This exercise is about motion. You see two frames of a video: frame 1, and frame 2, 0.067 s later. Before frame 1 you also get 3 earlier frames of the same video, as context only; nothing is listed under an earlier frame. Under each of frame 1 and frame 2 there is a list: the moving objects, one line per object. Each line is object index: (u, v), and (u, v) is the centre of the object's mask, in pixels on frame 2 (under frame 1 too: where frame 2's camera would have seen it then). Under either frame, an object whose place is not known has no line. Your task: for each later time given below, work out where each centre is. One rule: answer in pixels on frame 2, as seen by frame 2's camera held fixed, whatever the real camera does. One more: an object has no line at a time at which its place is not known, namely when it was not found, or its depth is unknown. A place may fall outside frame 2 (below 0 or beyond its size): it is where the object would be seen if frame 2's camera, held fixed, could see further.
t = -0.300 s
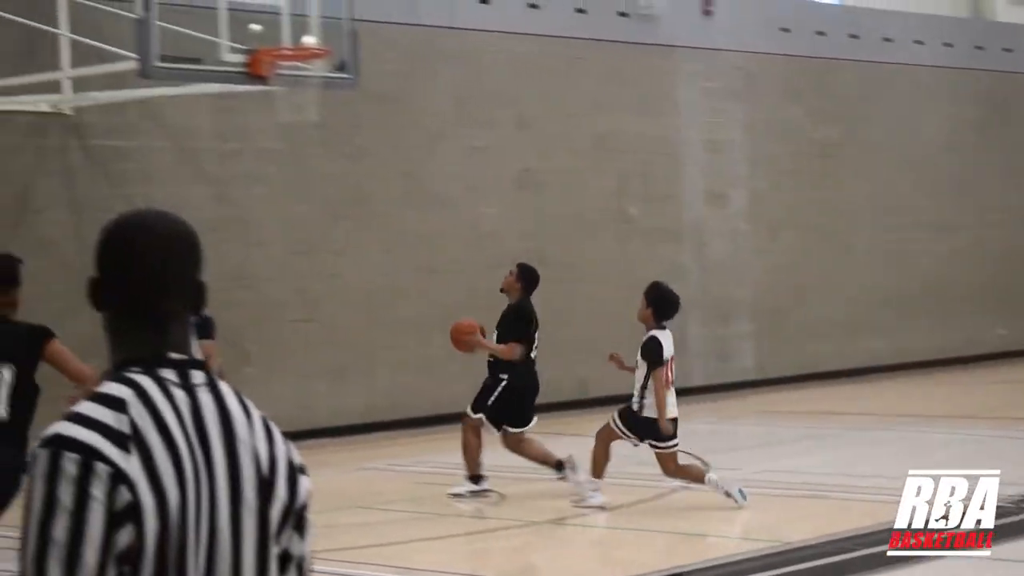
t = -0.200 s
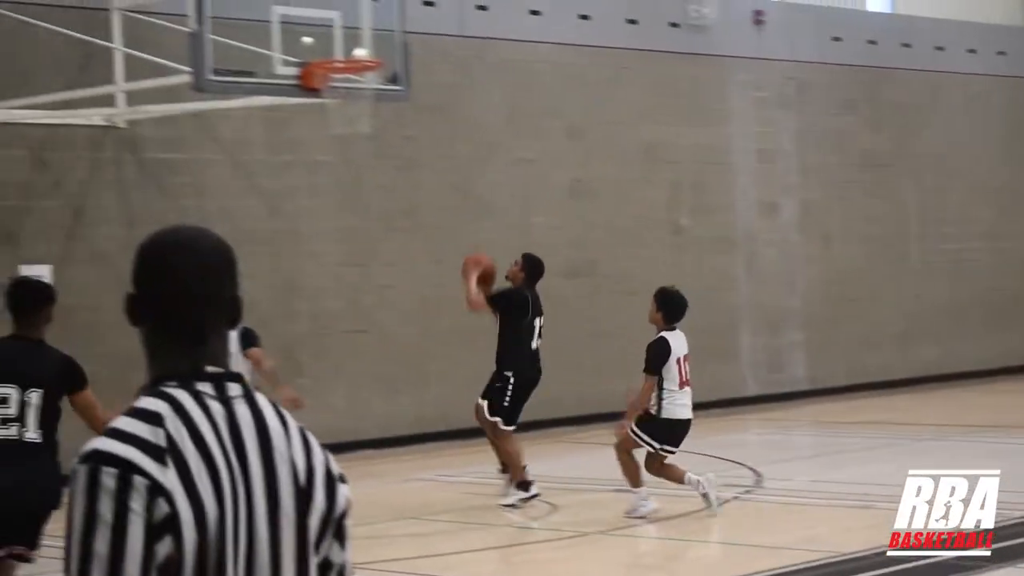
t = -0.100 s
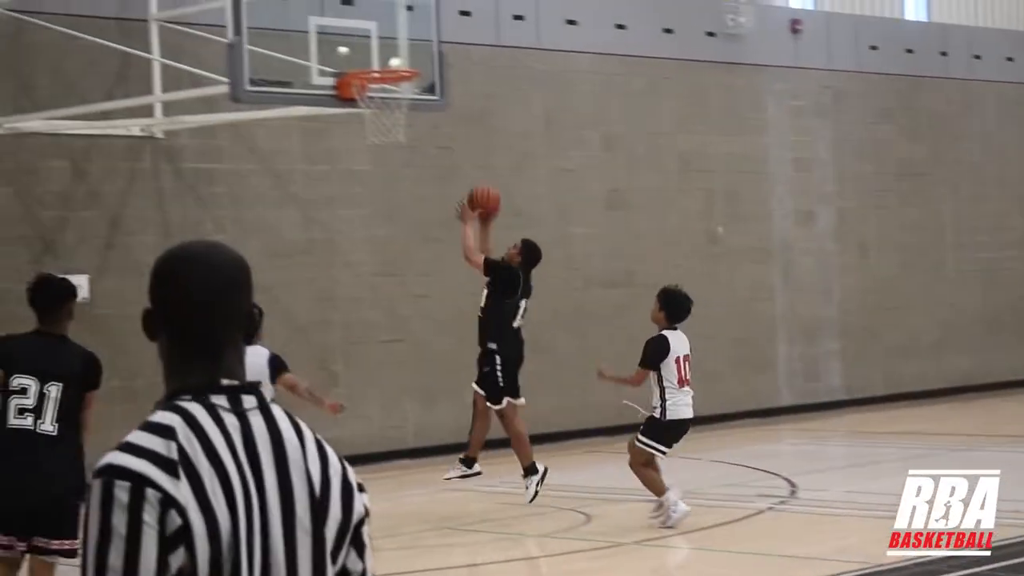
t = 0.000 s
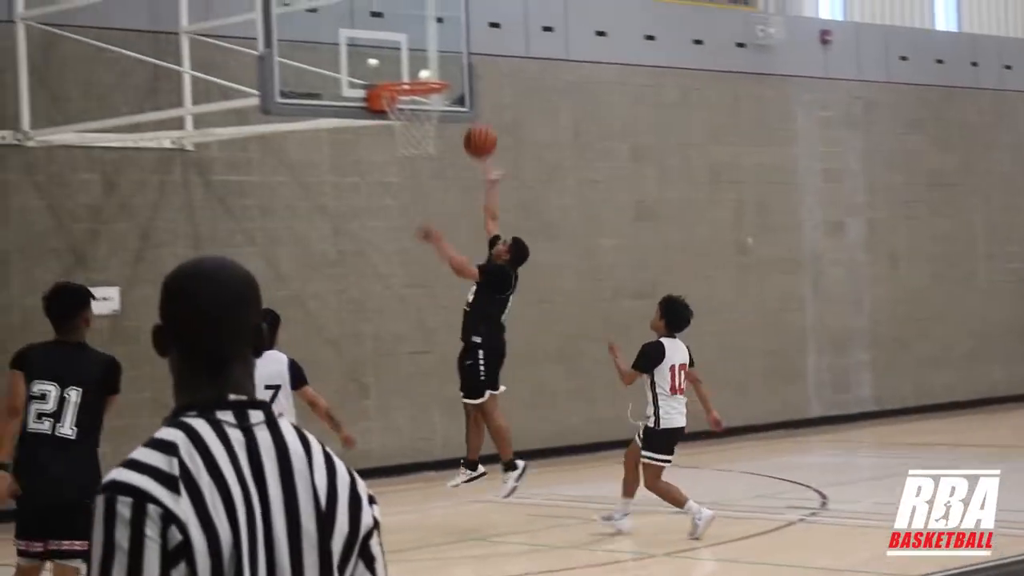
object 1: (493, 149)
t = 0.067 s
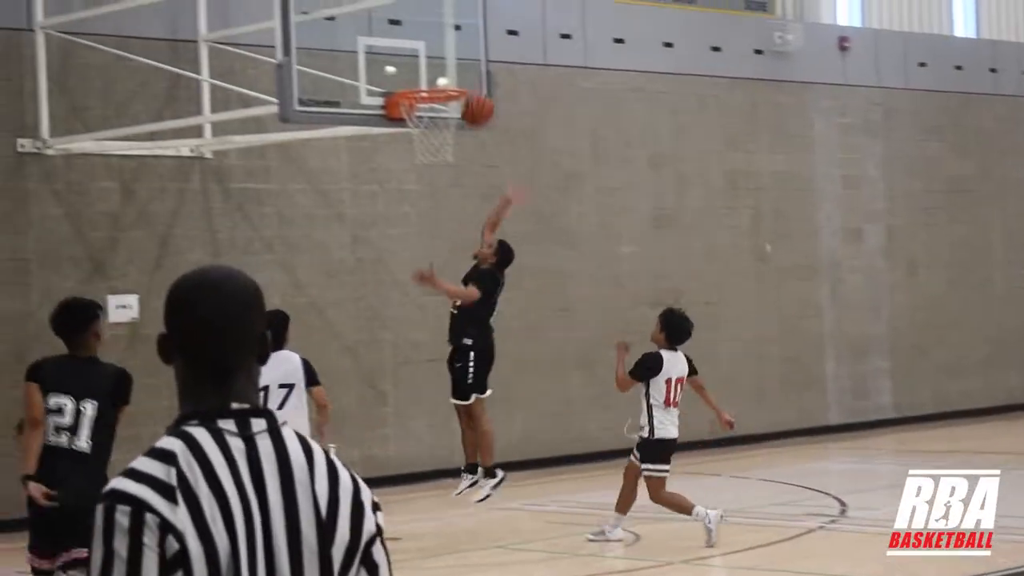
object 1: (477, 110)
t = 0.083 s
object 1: (477, 101)
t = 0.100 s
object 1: (470, 90)
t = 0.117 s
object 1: (463, 81)
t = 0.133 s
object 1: (459, 75)
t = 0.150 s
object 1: (453, 67)
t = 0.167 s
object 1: (449, 61)
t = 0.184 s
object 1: (449, 56)
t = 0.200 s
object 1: (451, 53)
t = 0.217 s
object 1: (451, 49)
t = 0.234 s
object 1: (453, 45)
